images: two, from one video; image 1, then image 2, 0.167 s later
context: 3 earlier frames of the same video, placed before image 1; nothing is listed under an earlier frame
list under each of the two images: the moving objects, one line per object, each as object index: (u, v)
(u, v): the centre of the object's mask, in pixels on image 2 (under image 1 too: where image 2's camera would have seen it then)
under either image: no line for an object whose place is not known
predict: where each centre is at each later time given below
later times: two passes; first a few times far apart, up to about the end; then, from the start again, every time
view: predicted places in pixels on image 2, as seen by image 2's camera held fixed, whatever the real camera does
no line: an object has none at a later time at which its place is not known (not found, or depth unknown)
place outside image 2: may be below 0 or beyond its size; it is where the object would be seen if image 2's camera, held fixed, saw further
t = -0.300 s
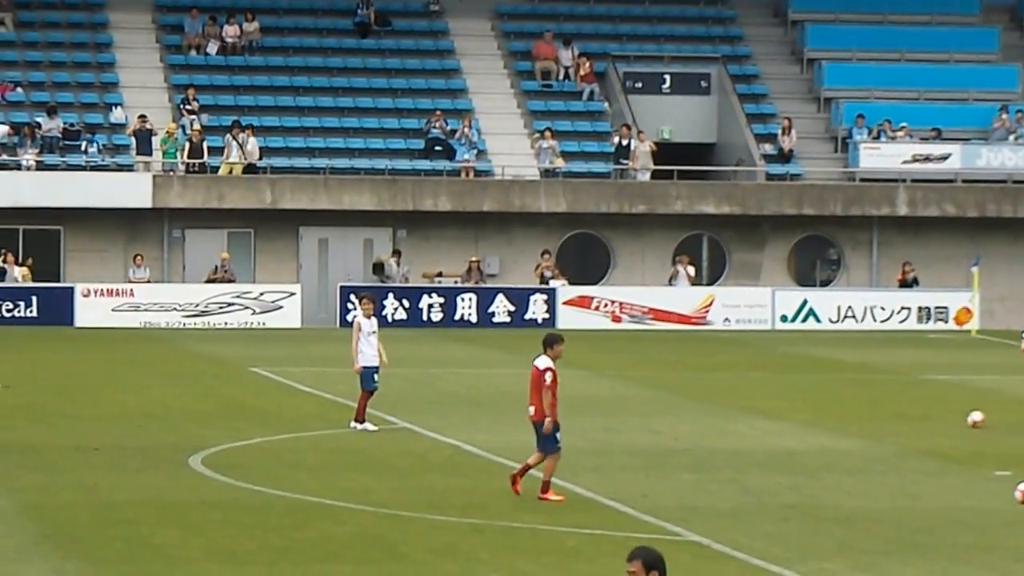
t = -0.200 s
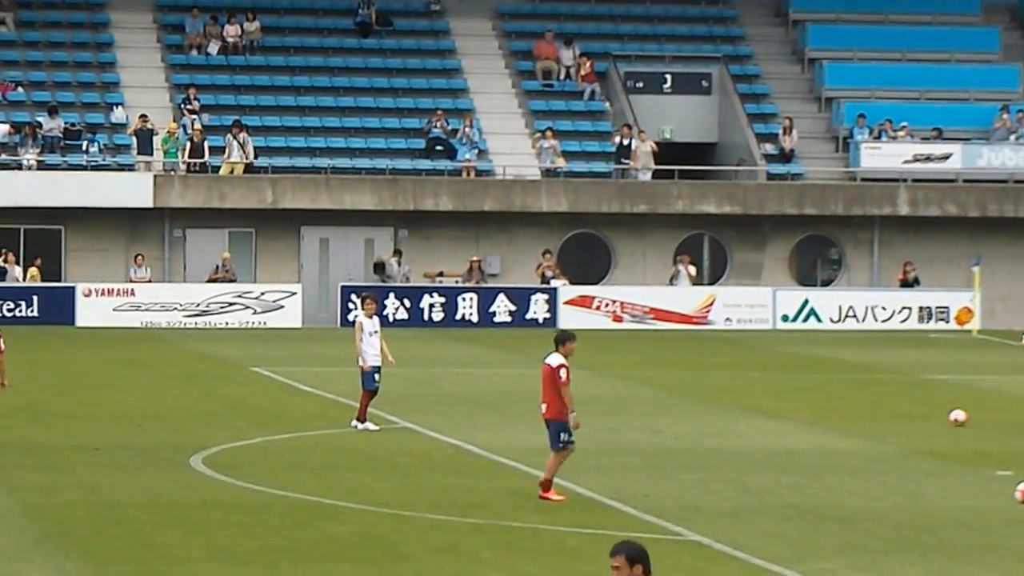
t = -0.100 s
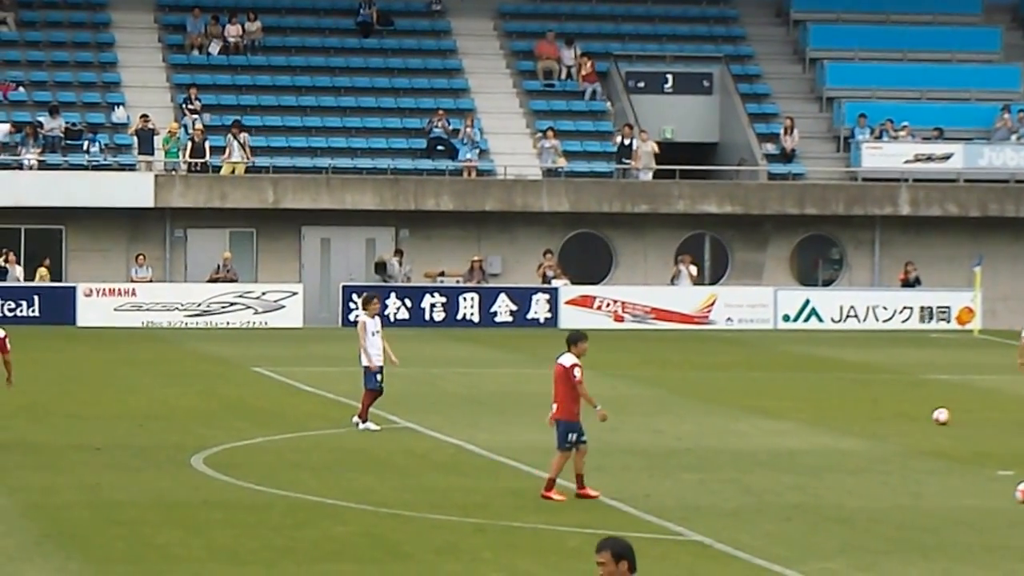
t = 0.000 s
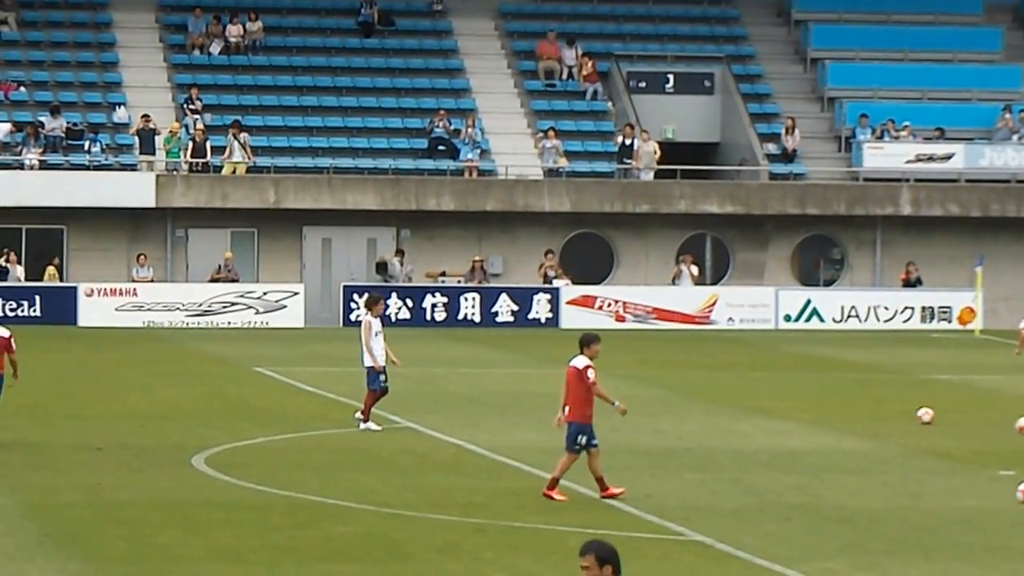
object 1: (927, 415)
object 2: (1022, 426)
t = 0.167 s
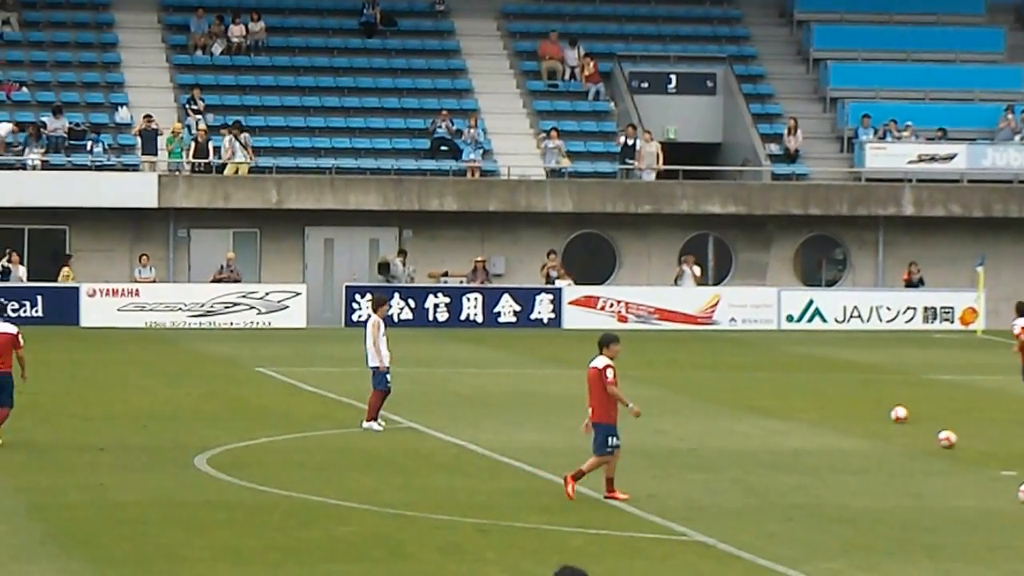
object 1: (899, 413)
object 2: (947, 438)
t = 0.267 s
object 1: (883, 413)
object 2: (903, 429)
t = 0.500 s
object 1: (848, 410)
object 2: (802, 430)
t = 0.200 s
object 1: (894, 413)
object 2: (932, 434)
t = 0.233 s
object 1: (888, 413)
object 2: (917, 431)
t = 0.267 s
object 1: (883, 413)
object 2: (903, 429)
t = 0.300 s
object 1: (878, 412)
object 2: (888, 428)
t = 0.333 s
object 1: (873, 412)
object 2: (873, 428)
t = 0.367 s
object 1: (868, 412)
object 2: (858, 428)
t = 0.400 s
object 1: (862, 411)
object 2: (844, 430)
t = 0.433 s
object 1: (857, 411)
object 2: (830, 433)
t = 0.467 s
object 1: (853, 411)
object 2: (816, 433)
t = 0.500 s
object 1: (848, 410)
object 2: (802, 430)
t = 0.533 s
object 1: (842, 410)
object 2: (788, 428)
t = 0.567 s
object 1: (837, 410)
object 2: (774, 427)
